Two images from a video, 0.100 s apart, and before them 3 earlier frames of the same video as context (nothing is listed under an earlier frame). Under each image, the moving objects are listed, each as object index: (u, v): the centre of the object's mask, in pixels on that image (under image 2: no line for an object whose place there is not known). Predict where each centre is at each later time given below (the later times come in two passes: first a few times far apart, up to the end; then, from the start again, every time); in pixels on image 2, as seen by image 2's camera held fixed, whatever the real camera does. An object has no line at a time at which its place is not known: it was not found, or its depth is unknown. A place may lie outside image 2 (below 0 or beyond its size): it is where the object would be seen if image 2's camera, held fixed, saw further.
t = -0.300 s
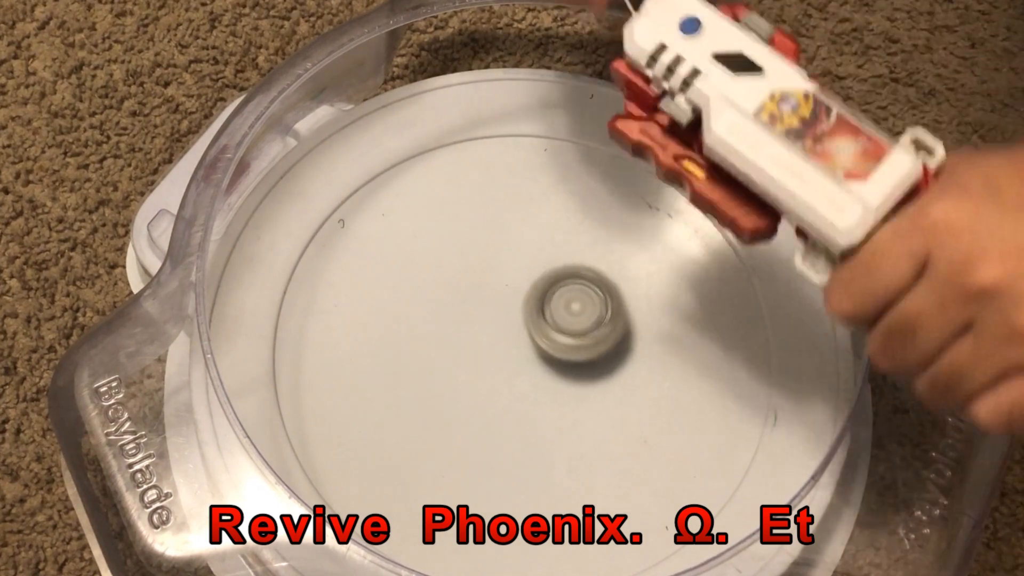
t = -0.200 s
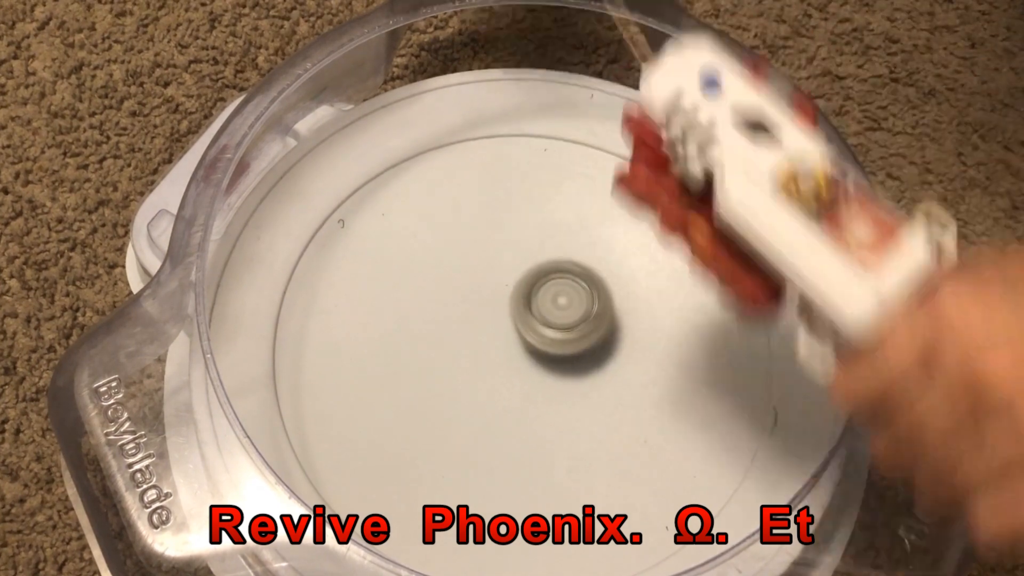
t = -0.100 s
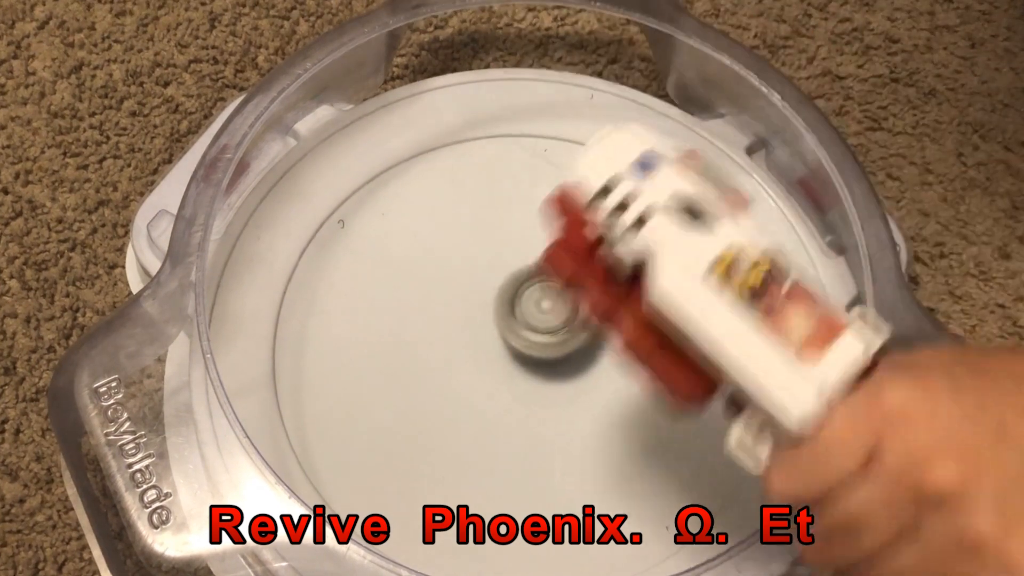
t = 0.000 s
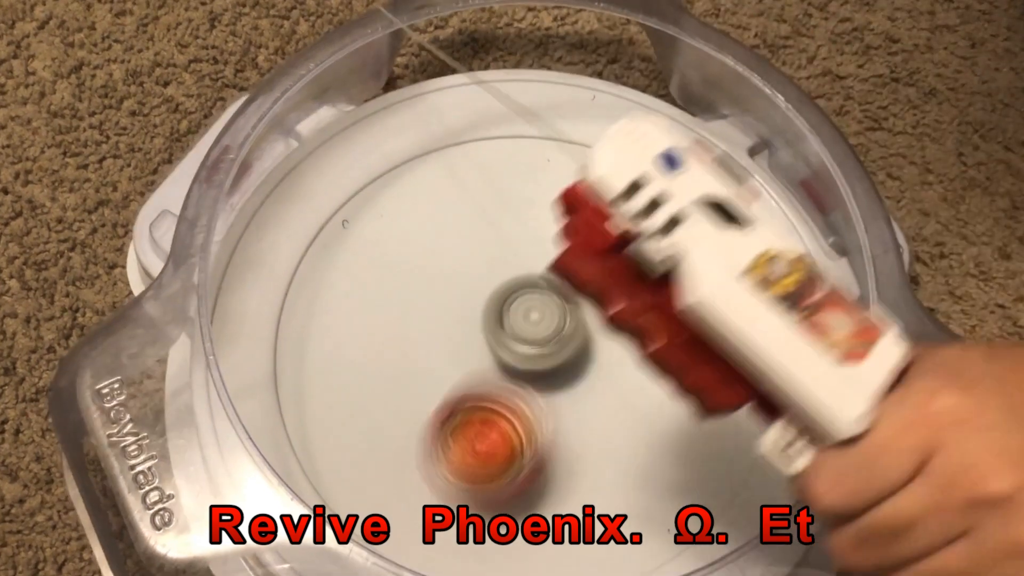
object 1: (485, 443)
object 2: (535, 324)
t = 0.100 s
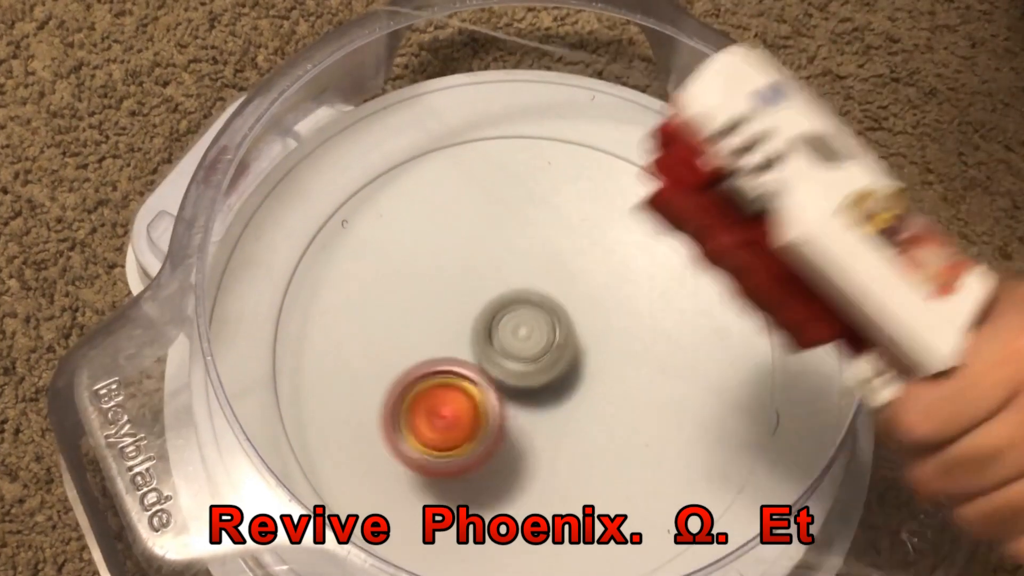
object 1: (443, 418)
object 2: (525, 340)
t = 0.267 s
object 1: (426, 380)
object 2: (546, 365)
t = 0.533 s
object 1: (465, 340)
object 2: (580, 368)
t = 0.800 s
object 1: (460, 337)
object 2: (589, 358)
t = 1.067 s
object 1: (454, 392)
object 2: (571, 352)
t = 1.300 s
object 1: (470, 427)
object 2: (572, 337)
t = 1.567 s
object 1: (491, 398)
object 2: (557, 314)
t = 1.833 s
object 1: (451, 365)
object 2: (535, 297)
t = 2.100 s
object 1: (456, 390)
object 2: (531, 314)
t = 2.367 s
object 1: (429, 395)
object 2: (577, 301)
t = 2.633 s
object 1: (443, 451)
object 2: (609, 280)
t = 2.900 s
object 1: (536, 389)
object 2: (621, 258)
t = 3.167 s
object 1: (405, 339)
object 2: (588, 276)
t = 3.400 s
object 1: (427, 382)
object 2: (572, 306)
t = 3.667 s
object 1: (451, 380)
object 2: (604, 331)
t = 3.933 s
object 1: (414, 331)
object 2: (575, 341)
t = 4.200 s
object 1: (423, 355)
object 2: (588, 352)
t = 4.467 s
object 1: (376, 378)
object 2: (640, 353)
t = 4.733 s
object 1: (478, 315)
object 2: (650, 336)
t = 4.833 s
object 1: (451, 262)
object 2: (663, 329)
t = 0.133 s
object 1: (431, 419)
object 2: (524, 347)
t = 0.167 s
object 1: (428, 413)
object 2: (527, 354)
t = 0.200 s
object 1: (434, 399)
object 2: (529, 358)
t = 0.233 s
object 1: (432, 391)
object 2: (538, 363)
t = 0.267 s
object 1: (426, 380)
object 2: (546, 365)
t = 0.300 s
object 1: (426, 371)
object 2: (555, 368)
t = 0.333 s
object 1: (427, 363)
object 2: (561, 369)
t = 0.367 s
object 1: (431, 357)
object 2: (565, 371)
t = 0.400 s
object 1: (439, 353)
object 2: (568, 370)
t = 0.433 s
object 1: (449, 350)
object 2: (570, 368)
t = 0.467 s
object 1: (457, 347)
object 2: (572, 367)
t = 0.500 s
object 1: (461, 343)
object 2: (576, 368)
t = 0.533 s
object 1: (465, 340)
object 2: (580, 368)
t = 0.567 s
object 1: (468, 336)
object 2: (581, 367)
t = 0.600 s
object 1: (468, 330)
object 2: (585, 368)
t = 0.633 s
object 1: (467, 327)
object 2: (587, 367)
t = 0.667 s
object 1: (467, 326)
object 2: (589, 366)
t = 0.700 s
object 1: (465, 327)
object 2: (591, 363)
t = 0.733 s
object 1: (463, 329)
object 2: (591, 362)
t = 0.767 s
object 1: (461, 333)
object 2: (591, 360)
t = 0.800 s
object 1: (460, 337)
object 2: (589, 358)
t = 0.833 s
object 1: (459, 342)
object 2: (586, 357)
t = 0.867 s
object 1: (459, 349)
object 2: (583, 354)
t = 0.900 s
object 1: (460, 355)
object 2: (580, 355)
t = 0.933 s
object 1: (463, 363)
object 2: (577, 354)
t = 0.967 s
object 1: (460, 370)
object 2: (578, 353)
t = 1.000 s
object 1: (456, 377)
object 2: (577, 354)
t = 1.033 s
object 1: (454, 384)
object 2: (575, 354)
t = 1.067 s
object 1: (454, 392)
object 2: (571, 352)
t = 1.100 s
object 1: (457, 399)
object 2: (569, 352)
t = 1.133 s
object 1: (464, 405)
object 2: (564, 351)
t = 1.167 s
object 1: (469, 410)
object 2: (564, 349)
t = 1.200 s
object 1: (462, 418)
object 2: (572, 344)
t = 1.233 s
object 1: (461, 423)
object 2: (576, 341)
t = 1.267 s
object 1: (463, 425)
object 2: (575, 339)
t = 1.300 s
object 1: (470, 427)
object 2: (572, 337)
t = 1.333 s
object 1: (481, 425)
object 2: (567, 336)
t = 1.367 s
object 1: (493, 420)
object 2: (562, 336)
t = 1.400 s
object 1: (496, 419)
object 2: (563, 330)
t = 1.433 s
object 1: (495, 420)
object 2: (566, 324)
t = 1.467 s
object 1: (494, 418)
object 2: (567, 319)
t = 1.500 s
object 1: (495, 412)
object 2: (564, 317)
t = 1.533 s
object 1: (495, 404)
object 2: (559, 317)
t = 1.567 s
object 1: (491, 398)
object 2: (557, 314)
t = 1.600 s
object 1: (484, 394)
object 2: (554, 311)
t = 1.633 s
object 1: (479, 388)
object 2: (549, 307)
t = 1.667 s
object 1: (473, 382)
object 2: (545, 303)
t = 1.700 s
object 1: (467, 377)
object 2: (540, 299)
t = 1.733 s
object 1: (462, 372)
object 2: (539, 297)
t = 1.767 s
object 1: (459, 368)
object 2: (537, 296)
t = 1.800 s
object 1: (455, 366)
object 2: (536, 296)
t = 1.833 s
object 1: (451, 365)
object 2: (535, 297)
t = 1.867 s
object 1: (446, 366)
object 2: (535, 298)
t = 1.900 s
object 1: (443, 368)
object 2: (534, 300)
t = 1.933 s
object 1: (441, 371)
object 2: (532, 302)
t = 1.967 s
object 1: (441, 376)
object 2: (532, 303)
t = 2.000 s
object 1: (444, 381)
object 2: (532, 306)
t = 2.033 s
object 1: (449, 385)
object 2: (532, 309)
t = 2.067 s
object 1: (453, 388)
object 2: (531, 311)
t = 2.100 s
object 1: (456, 390)
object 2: (531, 314)
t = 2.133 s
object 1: (455, 394)
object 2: (535, 314)
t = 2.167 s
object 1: (454, 396)
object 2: (539, 314)
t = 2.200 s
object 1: (455, 397)
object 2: (542, 315)
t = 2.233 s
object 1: (457, 396)
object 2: (543, 314)
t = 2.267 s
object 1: (461, 393)
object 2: (544, 315)
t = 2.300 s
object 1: (466, 388)
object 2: (545, 314)
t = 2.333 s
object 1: (458, 388)
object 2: (554, 311)
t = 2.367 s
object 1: (429, 395)
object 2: (577, 301)
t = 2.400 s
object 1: (404, 404)
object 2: (594, 293)
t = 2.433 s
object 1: (385, 412)
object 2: (606, 287)
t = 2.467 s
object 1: (373, 422)
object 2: (612, 284)
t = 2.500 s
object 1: (371, 430)
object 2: (615, 281)
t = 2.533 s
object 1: (378, 439)
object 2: (615, 281)
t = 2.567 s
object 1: (394, 447)
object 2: (614, 280)
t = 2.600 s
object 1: (415, 450)
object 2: (611, 279)
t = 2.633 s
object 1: (443, 451)
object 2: (609, 280)
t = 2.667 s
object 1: (472, 447)
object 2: (607, 282)
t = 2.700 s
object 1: (502, 435)
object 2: (606, 283)
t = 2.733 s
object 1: (528, 421)
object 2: (605, 286)
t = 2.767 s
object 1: (550, 401)
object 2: (602, 287)
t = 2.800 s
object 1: (563, 383)
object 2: (601, 287)
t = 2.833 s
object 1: (558, 386)
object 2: (612, 271)
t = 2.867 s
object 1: (548, 389)
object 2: (619, 261)
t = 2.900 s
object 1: (536, 389)
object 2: (621, 258)
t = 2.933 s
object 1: (521, 386)
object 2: (618, 258)
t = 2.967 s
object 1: (504, 380)
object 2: (614, 259)
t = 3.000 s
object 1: (485, 372)
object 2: (610, 259)
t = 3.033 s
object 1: (467, 362)
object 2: (605, 260)
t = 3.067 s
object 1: (449, 353)
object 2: (599, 261)
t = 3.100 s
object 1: (432, 346)
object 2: (595, 266)
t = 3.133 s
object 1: (417, 341)
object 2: (591, 271)
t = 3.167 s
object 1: (405, 339)
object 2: (588, 276)
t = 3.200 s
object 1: (397, 340)
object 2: (584, 281)
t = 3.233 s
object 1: (393, 343)
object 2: (581, 285)
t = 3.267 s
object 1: (393, 348)
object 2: (578, 291)
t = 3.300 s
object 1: (399, 356)
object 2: (577, 296)
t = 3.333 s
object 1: (405, 366)
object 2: (576, 300)
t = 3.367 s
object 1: (415, 375)
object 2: (574, 303)
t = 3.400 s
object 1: (427, 382)
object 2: (572, 306)
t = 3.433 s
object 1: (442, 389)
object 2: (570, 310)
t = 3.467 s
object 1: (456, 391)
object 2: (568, 314)
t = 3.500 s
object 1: (471, 387)
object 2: (567, 318)
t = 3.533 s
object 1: (478, 385)
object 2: (571, 319)
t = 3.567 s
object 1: (469, 386)
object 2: (587, 319)
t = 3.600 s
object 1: (461, 386)
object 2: (597, 321)
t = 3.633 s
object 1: (455, 384)
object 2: (602, 326)
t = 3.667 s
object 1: (451, 380)
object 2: (604, 331)
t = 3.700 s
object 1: (447, 374)
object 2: (603, 335)
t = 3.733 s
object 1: (444, 365)
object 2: (601, 336)
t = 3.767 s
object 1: (439, 356)
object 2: (596, 339)
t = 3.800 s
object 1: (434, 347)
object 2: (591, 340)
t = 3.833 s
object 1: (428, 340)
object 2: (588, 341)
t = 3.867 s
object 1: (424, 334)
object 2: (583, 340)
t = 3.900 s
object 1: (419, 331)
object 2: (578, 340)
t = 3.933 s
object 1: (414, 331)
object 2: (575, 341)
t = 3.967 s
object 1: (411, 333)
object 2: (572, 341)
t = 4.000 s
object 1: (411, 337)
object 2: (568, 341)
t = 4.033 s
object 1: (413, 344)
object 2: (566, 342)
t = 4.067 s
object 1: (417, 353)
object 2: (563, 342)
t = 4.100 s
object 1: (425, 360)
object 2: (561, 343)
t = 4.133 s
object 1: (435, 364)
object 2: (558, 345)
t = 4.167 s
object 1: (446, 363)
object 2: (558, 347)
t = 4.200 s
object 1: (423, 355)
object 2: (588, 352)
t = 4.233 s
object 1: (395, 345)
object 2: (615, 358)
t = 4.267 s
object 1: (374, 338)
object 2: (638, 361)
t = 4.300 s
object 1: (359, 336)
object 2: (654, 364)
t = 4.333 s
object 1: (350, 338)
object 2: (659, 364)
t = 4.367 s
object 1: (347, 344)
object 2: (658, 362)
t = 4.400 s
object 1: (350, 355)
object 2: (653, 361)
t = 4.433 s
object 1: (360, 368)
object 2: (647, 356)
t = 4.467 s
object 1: (376, 378)
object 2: (640, 353)
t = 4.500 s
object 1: (396, 386)
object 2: (635, 349)
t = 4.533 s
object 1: (417, 388)
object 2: (629, 345)
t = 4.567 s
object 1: (437, 388)
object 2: (625, 343)
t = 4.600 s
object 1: (460, 379)
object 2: (619, 340)
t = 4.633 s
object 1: (480, 366)
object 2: (614, 338)
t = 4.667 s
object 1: (498, 350)
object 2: (610, 335)
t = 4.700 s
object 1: (490, 329)
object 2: (629, 336)
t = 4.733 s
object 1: (478, 315)
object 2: (650, 336)
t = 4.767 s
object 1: (468, 292)
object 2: (660, 333)
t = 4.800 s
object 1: (461, 276)
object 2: (663, 331)
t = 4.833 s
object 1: (451, 262)
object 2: (663, 329)
